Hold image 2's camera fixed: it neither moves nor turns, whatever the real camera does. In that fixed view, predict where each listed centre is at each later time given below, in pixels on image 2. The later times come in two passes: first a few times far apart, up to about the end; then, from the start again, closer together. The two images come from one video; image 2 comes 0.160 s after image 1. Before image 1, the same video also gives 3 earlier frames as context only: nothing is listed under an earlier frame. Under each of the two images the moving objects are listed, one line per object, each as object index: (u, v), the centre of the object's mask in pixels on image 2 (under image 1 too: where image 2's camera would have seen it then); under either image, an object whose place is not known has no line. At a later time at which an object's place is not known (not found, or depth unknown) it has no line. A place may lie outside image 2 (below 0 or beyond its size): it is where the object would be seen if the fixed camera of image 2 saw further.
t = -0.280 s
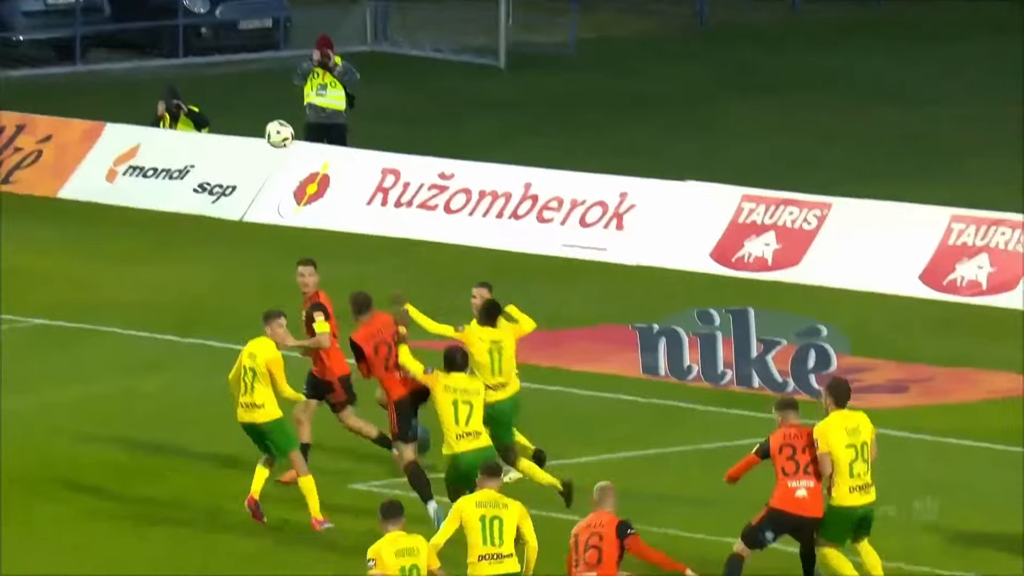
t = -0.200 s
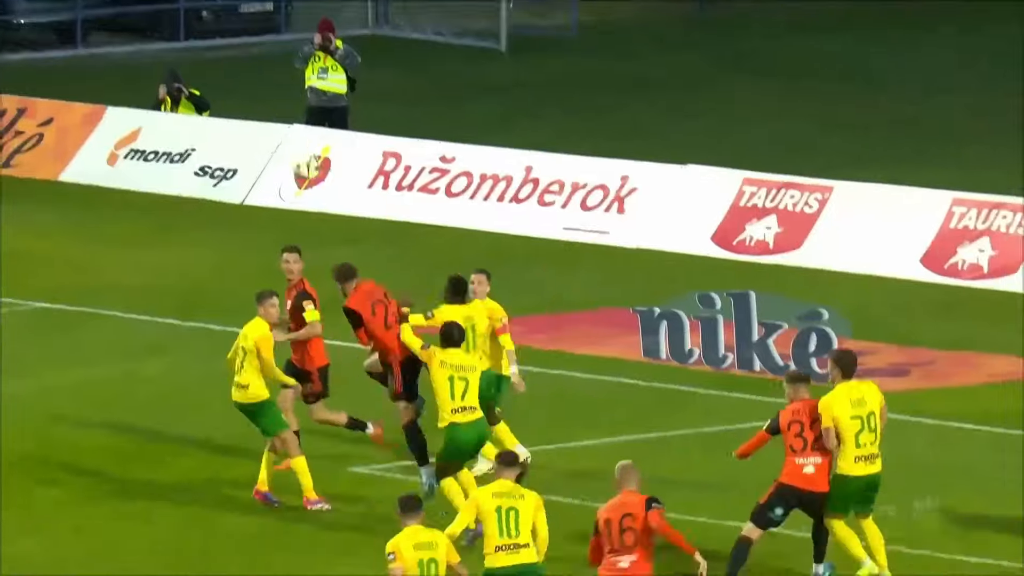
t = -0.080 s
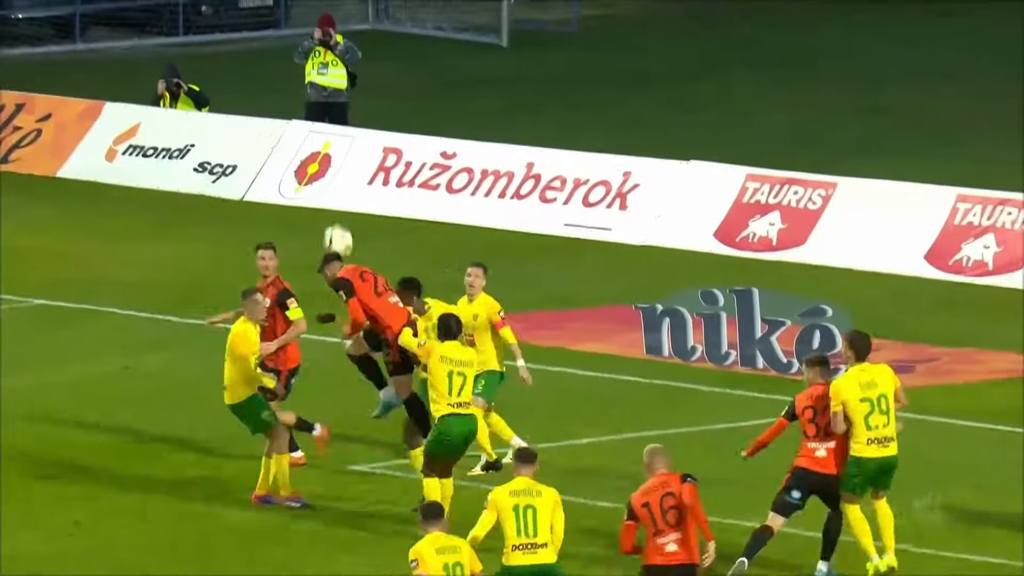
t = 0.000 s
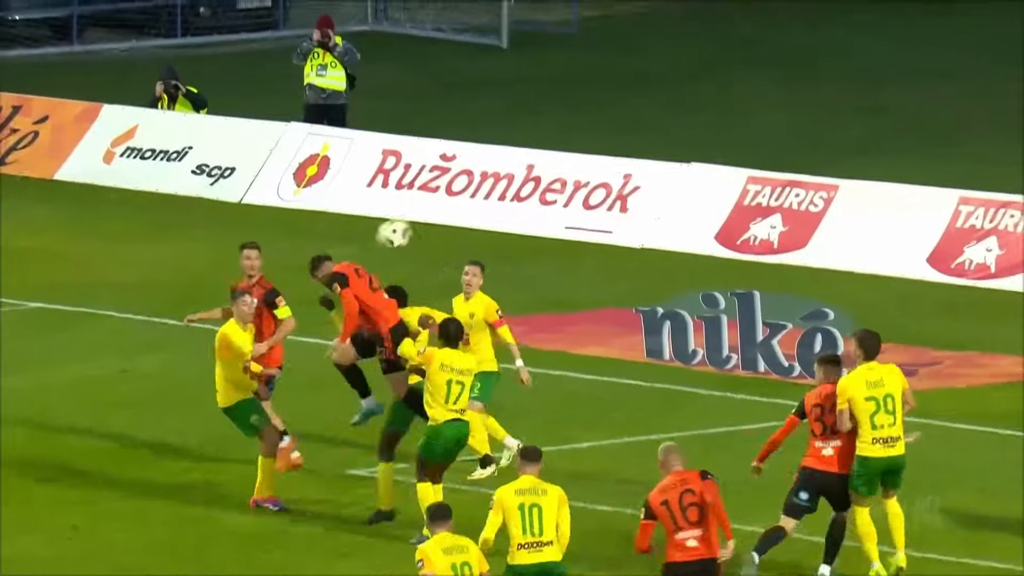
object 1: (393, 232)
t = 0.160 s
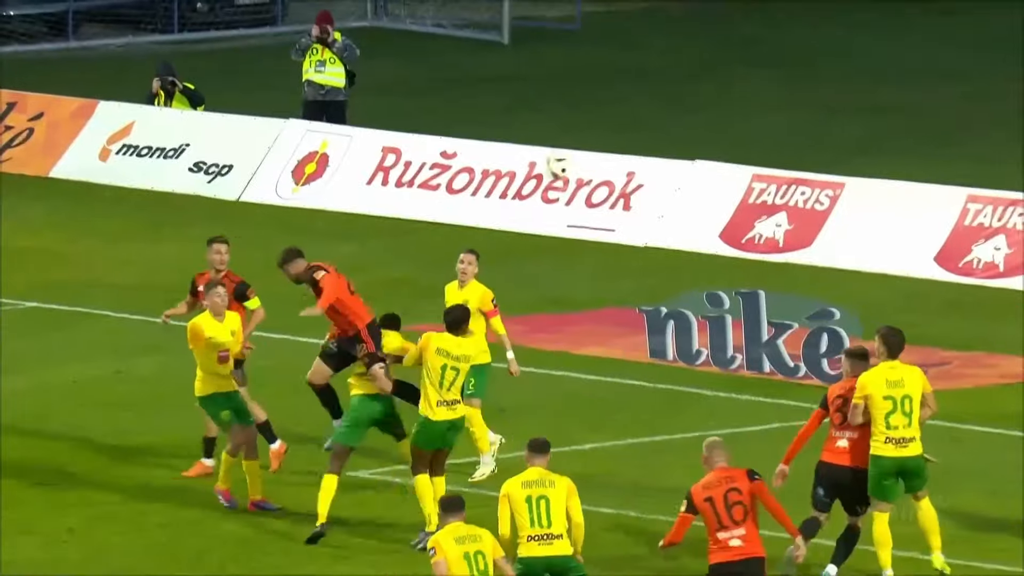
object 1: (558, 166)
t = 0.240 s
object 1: (632, 138)
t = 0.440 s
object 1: (786, 93)
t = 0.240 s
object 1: (632, 138)
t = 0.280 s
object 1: (663, 127)
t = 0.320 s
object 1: (694, 119)
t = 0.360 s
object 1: (725, 109)
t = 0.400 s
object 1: (756, 101)
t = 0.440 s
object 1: (786, 93)
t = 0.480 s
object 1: (817, 86)
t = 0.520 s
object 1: (846, 80)
